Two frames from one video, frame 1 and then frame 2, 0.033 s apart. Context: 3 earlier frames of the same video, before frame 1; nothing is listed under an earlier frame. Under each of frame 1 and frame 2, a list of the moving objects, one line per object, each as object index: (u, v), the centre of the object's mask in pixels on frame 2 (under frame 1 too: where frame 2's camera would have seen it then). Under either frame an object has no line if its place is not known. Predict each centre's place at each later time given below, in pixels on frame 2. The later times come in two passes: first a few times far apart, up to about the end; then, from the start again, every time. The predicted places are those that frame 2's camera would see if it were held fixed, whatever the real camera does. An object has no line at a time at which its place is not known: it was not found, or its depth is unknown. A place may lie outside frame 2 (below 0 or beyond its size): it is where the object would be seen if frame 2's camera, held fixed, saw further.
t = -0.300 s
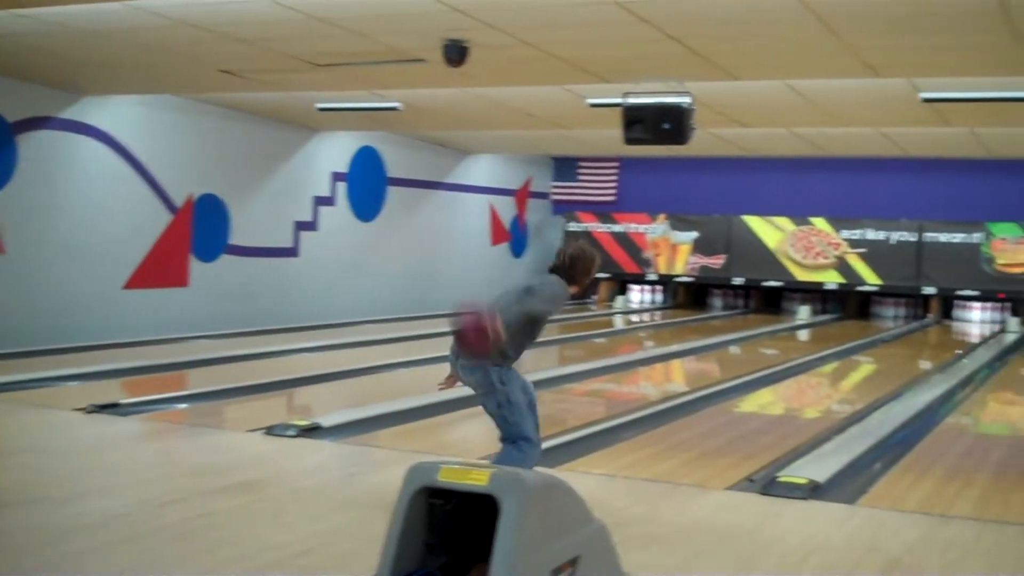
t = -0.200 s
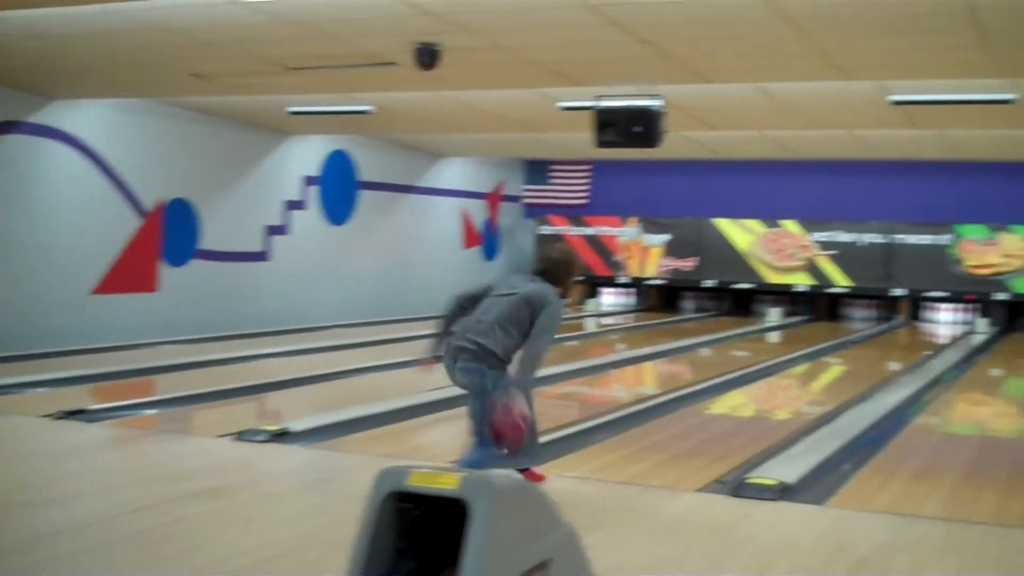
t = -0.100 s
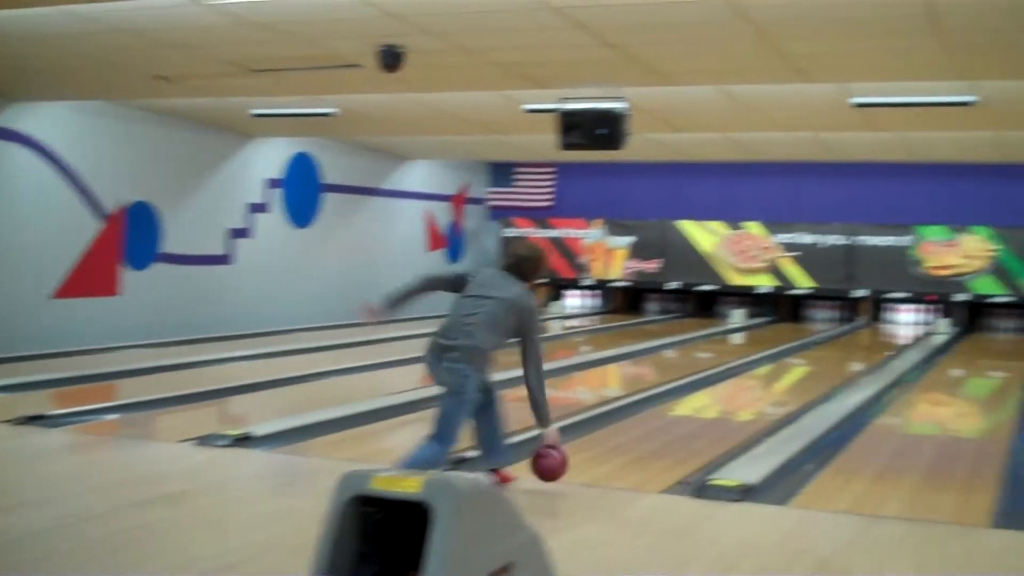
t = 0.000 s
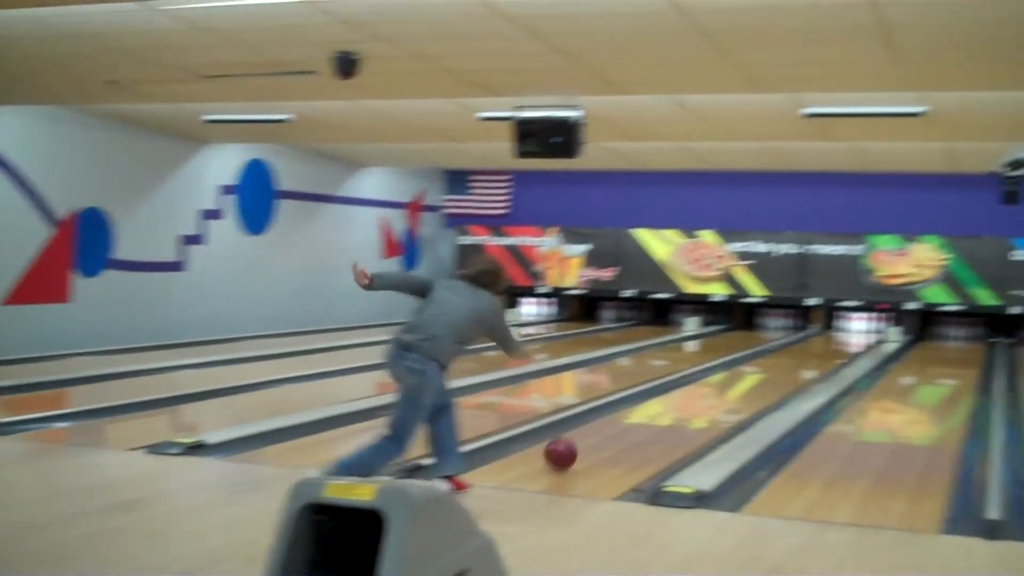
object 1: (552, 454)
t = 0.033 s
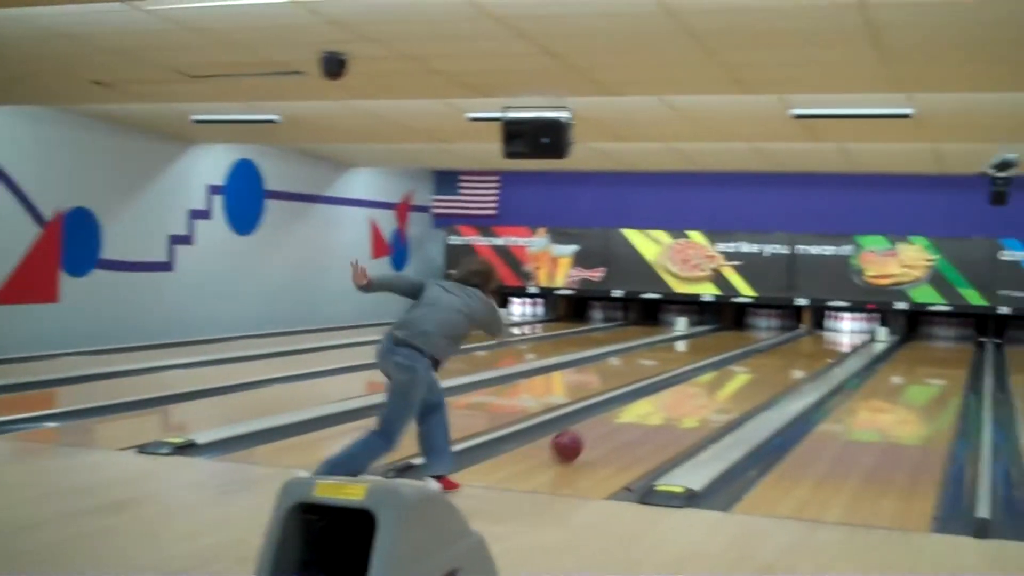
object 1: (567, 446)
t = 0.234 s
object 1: (640, 413)
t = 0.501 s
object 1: (711, 381)
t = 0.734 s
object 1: (747, 364)
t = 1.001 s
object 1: (778, 352)
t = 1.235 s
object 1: (798, 342)
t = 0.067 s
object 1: (581, 440)
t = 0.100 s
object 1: (595, 435)
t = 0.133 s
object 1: (607, 428)
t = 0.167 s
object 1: (618, 422)
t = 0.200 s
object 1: (629, 417)
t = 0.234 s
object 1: (640, 413)
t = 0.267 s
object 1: (650, 408)
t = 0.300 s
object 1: (659, 404)
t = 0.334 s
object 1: (676, 396)
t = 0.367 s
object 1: (683, 392)
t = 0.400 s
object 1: (691, 389)
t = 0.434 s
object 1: (697, 387)
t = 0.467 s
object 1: (704, 384)
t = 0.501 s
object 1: (711, 381)
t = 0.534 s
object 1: (716, 378)
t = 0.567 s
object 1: (722, 376)
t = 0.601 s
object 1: (728, 373)
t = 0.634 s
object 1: (733, 371)
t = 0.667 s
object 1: (738, 369)
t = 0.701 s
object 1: (743, 366)
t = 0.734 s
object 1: (747, 364)
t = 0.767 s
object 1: (752, 363)
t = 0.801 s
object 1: (756, 361)
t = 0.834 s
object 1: (760, 359)
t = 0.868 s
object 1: (764, 357)
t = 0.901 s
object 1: (767, 355)
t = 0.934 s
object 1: (771, 354)
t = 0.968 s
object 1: (774, 352)
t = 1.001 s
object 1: (778, 352)
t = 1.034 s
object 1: (781, 350)
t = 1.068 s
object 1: (784, 349)
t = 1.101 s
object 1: (787, 347)
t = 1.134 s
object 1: (790, 346)
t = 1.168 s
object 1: (792, 345)
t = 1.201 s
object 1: (796, 344)
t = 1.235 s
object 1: (798, 342)
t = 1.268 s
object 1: (800, 341)
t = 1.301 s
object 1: (802, 339)
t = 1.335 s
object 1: (805, 339)
